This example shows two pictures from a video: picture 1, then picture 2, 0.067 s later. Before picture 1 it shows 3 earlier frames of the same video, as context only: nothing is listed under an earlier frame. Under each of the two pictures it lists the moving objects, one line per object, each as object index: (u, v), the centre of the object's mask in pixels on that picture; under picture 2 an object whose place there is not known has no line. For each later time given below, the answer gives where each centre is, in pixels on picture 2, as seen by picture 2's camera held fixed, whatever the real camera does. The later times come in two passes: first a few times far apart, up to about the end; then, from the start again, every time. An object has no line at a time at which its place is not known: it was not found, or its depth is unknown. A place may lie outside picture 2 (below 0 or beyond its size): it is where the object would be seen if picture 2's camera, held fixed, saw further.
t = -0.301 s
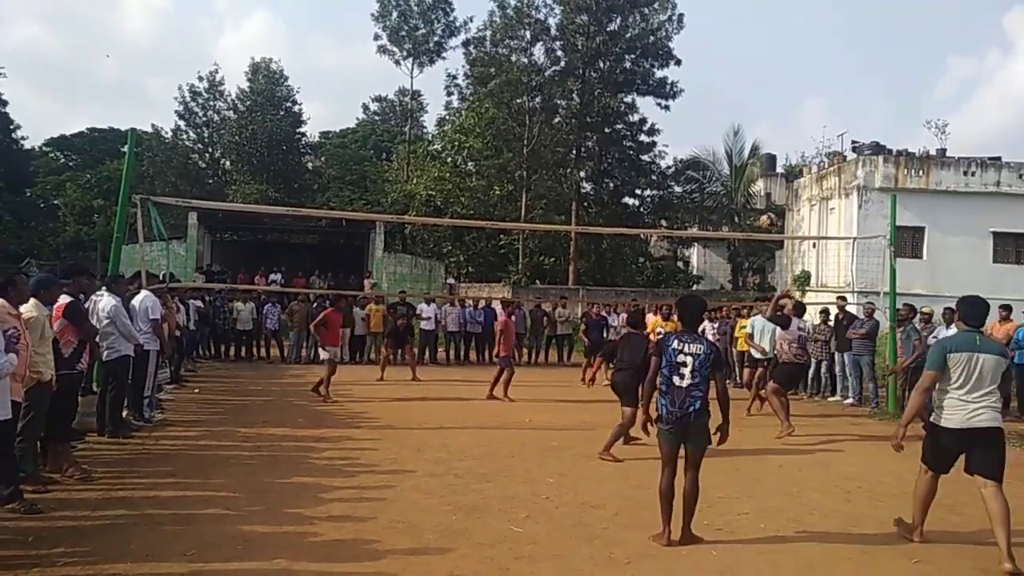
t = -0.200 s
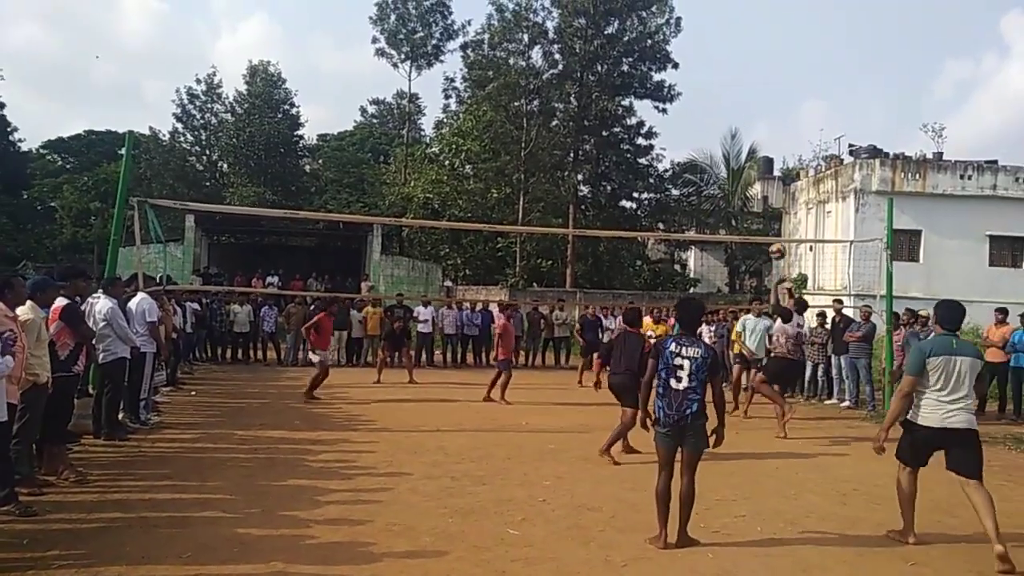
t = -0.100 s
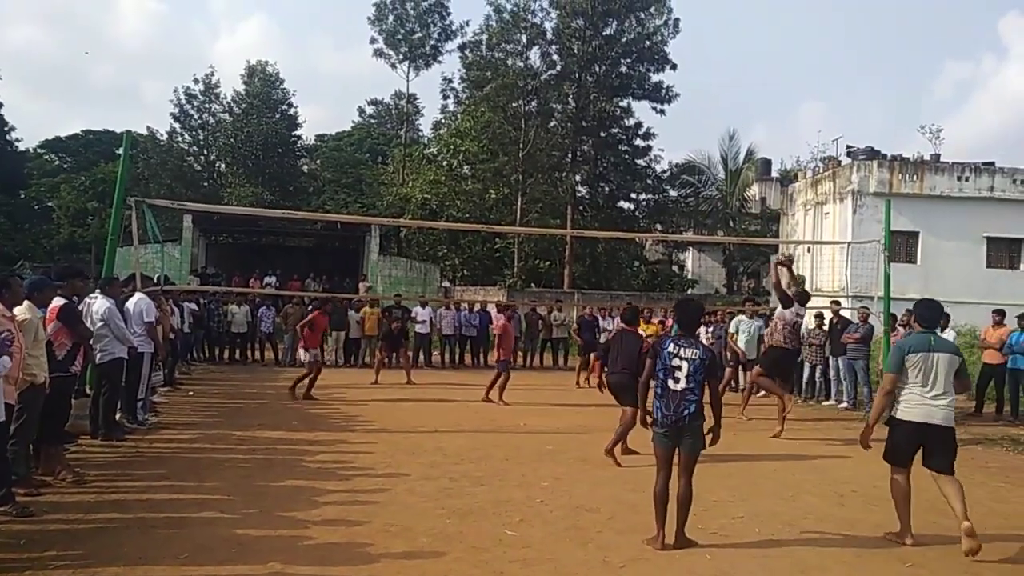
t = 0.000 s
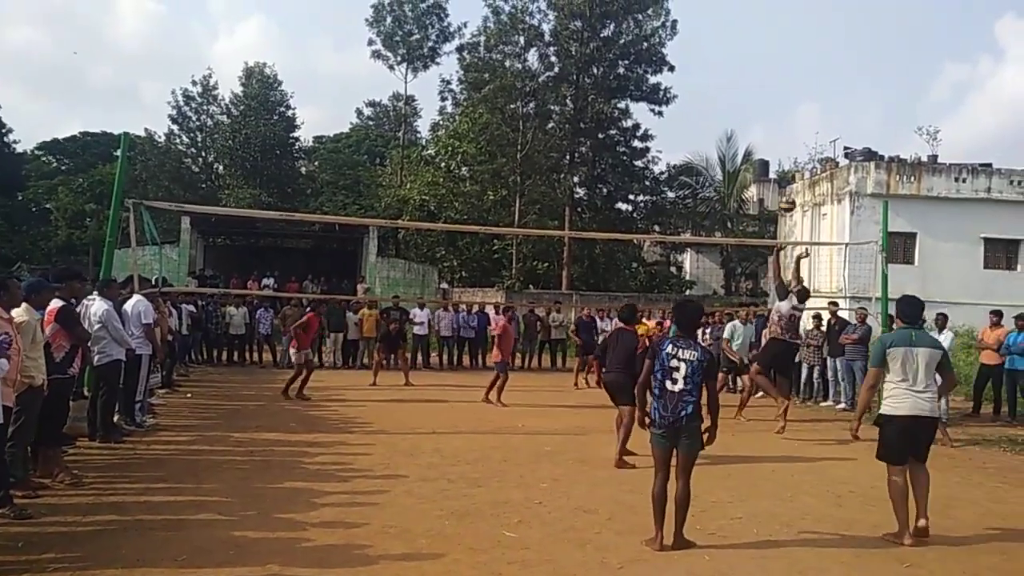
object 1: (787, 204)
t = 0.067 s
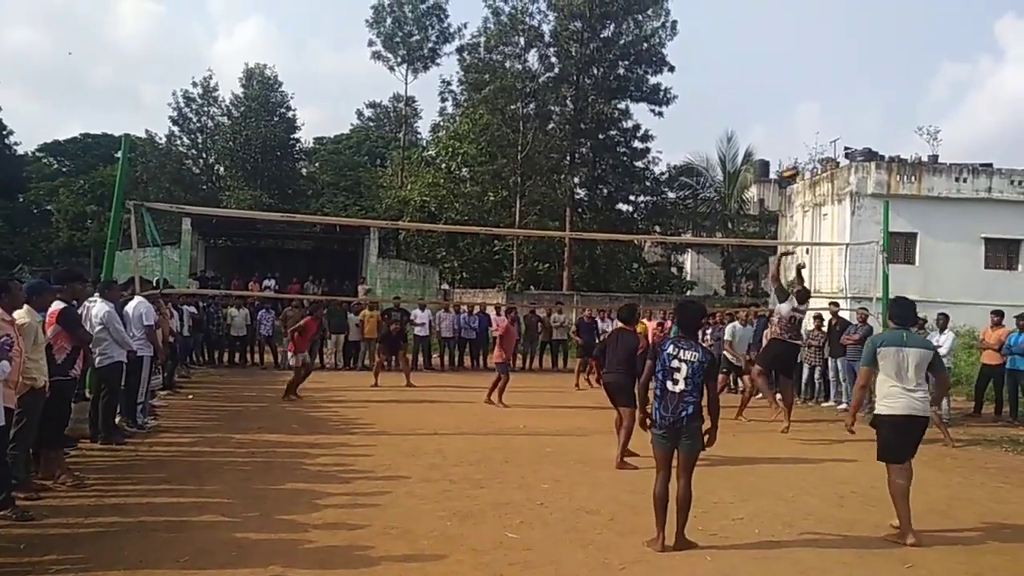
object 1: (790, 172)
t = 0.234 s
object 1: (797, 107)
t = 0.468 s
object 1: (804, 54)
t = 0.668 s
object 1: (810, 43)
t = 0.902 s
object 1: (815, 66)
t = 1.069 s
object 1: (819, 107)
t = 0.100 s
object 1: (792, 157)
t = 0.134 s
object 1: (793, 143)
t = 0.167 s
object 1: (795, 130)
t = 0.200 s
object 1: (796, 118)
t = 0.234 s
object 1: (797, 107)
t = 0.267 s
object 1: (798, 96)
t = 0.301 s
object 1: (799, 87)
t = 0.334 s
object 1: (800, 79)
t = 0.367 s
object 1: (801, 72)
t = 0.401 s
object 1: (802, 65)
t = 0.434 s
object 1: (803, 60)
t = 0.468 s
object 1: (804, 54)
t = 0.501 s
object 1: (805, 50)
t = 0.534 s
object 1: (806, 47)
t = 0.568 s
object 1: (807, 44)
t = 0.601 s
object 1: (808, 43)
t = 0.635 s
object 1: (809, 42)
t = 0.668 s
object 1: (810, 43)
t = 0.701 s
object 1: (810, 44)
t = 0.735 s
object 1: (812, 45)
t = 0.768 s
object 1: (813, 48)
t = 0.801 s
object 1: (814, 51)
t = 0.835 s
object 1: (814, 55)
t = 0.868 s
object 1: (815, 60)
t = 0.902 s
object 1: (815, 66)
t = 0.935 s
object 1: (816, 72)
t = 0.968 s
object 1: (817, 80)
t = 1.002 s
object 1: (818, 88)
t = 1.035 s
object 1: (818, 97)
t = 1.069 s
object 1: (819, 107)
